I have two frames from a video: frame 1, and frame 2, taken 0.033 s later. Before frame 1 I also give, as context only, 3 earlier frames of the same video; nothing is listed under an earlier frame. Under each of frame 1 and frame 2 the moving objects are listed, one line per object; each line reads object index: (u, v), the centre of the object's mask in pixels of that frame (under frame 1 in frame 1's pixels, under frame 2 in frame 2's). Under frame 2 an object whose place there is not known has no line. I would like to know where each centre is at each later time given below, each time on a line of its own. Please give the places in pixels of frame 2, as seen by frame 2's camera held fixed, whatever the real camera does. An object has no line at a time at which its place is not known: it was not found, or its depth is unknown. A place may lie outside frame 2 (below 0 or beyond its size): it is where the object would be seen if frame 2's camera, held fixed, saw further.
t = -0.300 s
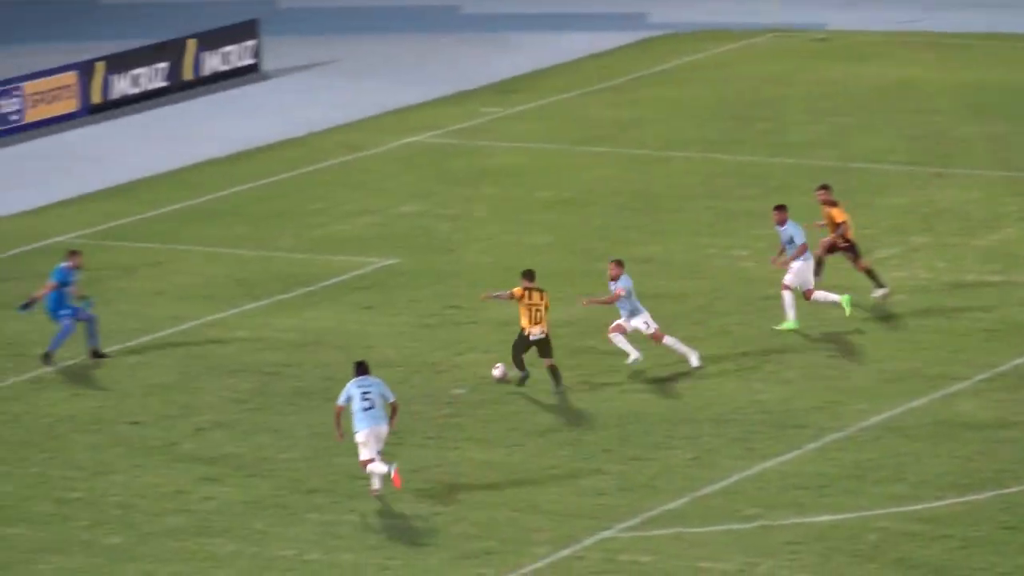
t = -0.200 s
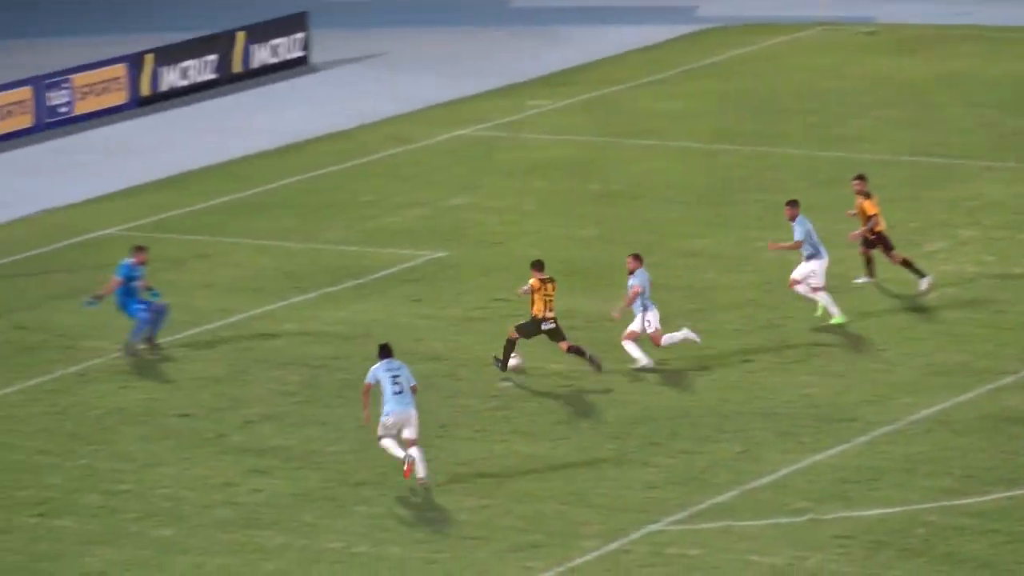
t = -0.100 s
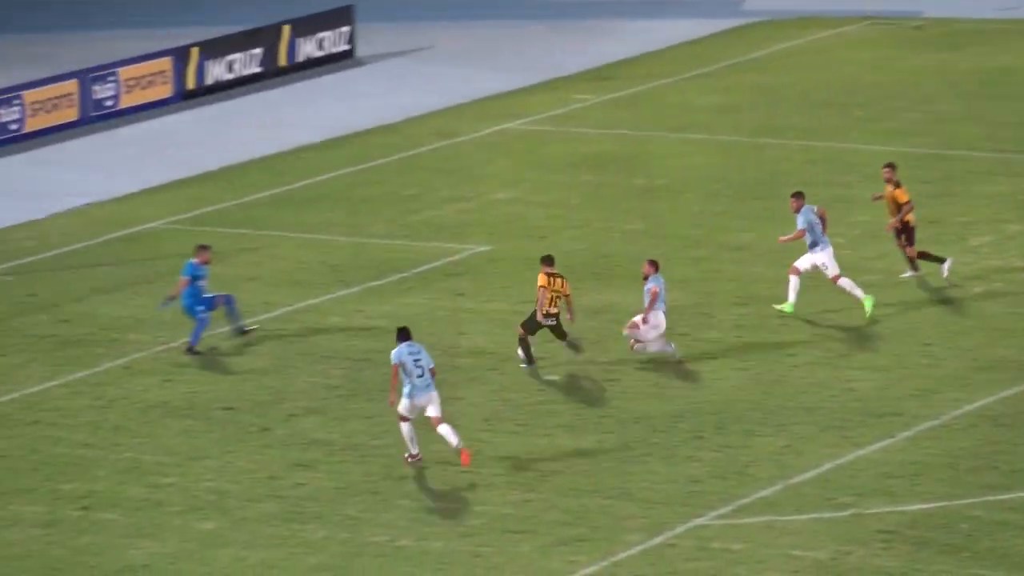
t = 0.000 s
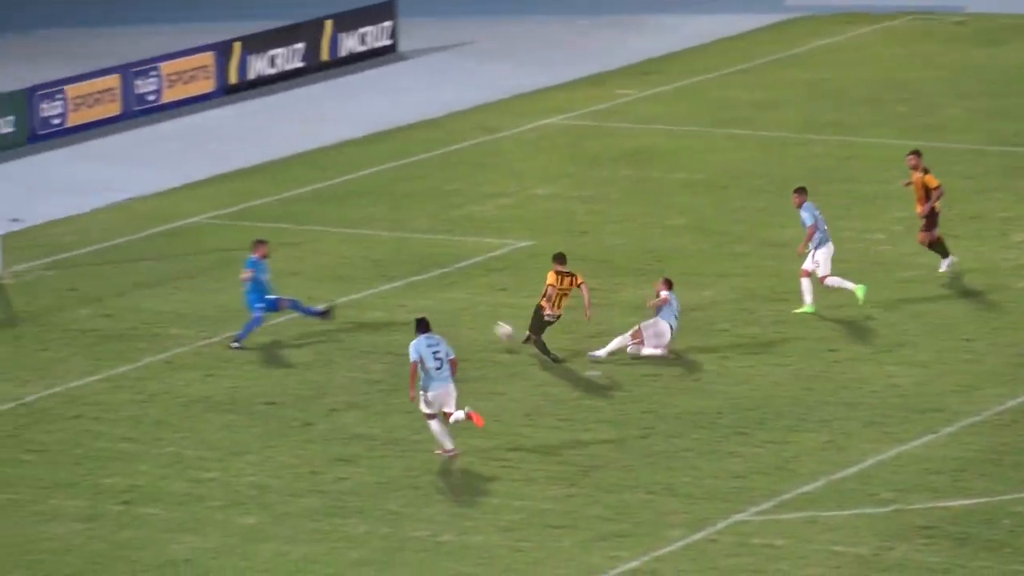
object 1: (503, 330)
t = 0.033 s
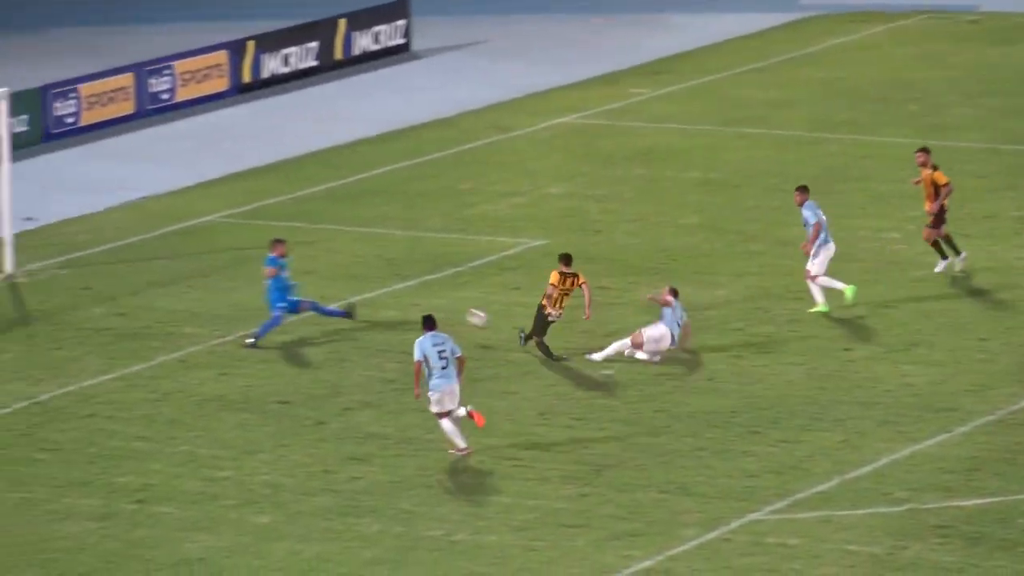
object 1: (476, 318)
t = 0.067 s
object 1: (436, 306)
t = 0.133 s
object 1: (359, 288)
